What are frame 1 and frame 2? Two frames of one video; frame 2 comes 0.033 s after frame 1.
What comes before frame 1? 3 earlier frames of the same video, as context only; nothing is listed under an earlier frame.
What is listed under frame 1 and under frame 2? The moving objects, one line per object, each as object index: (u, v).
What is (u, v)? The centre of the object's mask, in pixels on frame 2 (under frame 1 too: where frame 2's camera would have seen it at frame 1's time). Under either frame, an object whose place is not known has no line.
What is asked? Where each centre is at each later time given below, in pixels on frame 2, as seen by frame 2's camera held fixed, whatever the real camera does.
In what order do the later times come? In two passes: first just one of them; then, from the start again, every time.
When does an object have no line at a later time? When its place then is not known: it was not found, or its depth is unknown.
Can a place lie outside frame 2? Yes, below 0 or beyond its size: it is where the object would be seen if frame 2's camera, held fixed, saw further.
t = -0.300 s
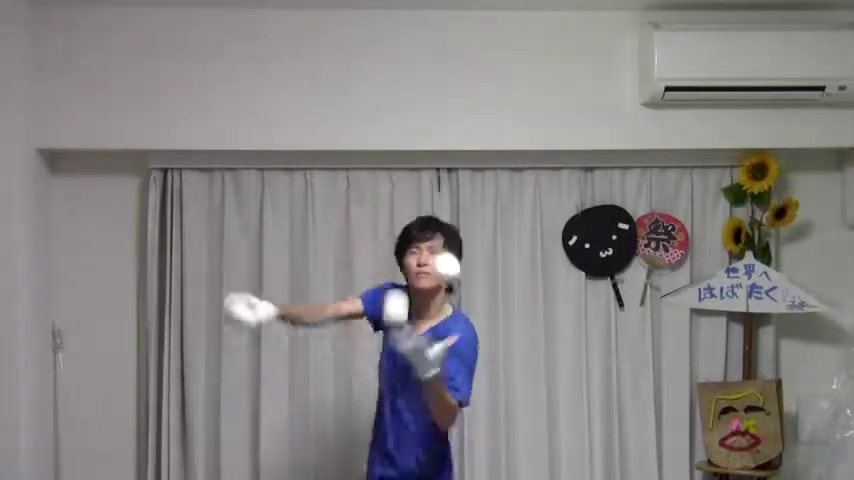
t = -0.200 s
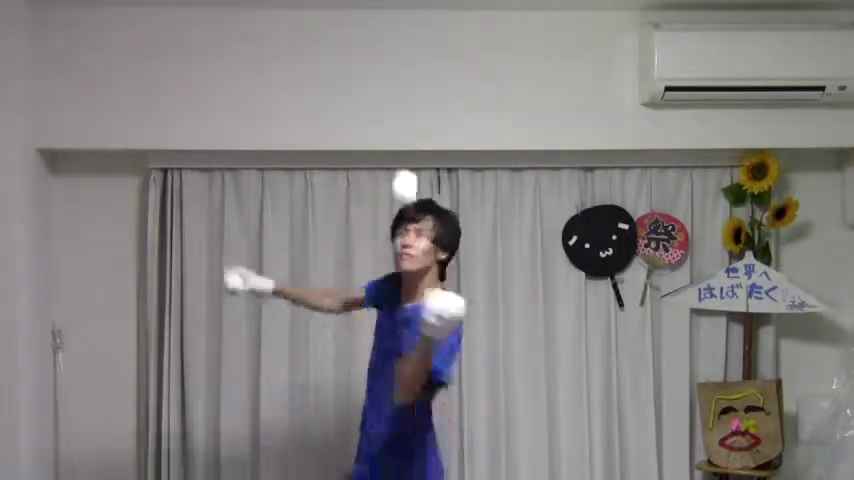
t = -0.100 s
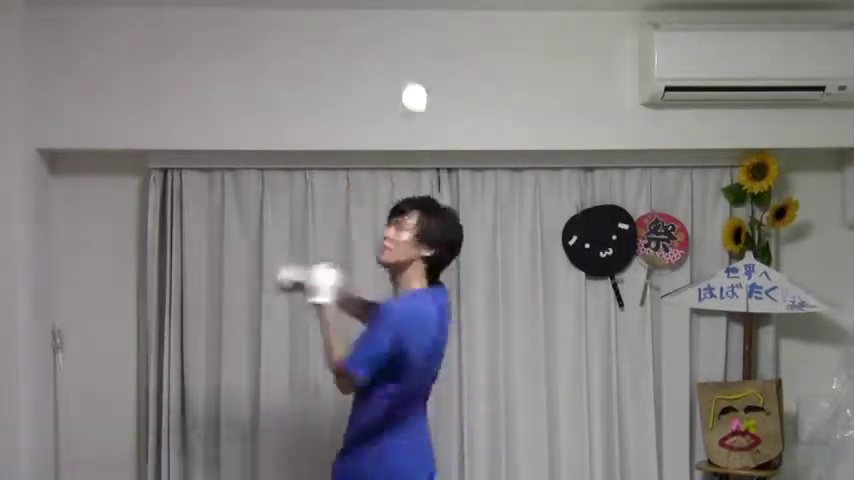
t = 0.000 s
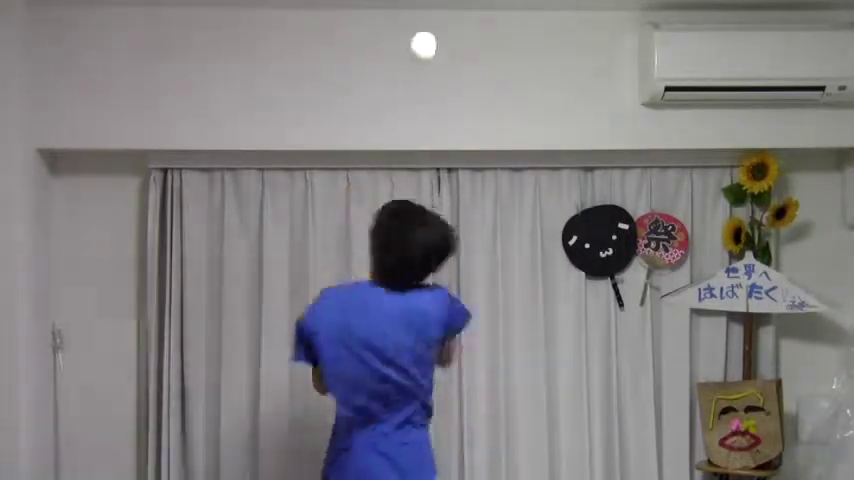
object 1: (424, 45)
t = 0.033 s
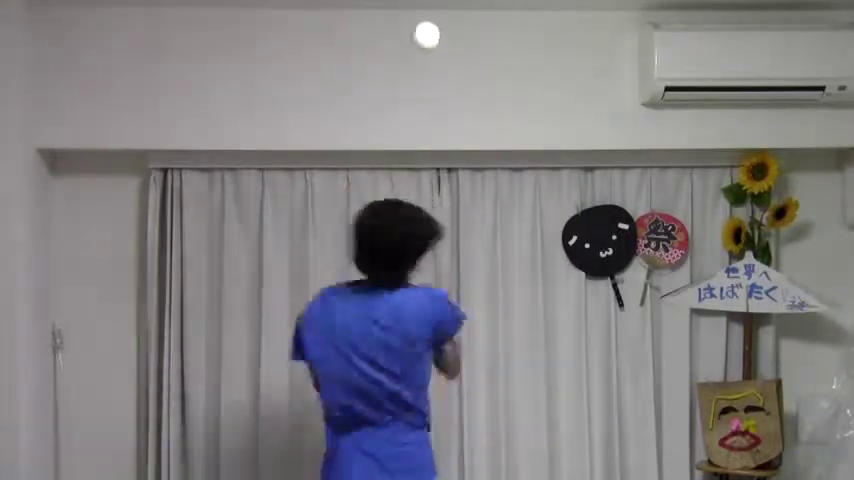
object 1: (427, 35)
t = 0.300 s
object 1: (454, 89)
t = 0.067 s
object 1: (430, 28)
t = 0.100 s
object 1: (433, 26)
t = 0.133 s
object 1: (436, 27)
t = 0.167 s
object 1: (440, 32)
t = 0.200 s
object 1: (443, 40)
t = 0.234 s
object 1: (447, 52)
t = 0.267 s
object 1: (450, 69)
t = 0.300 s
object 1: (454, 89)
